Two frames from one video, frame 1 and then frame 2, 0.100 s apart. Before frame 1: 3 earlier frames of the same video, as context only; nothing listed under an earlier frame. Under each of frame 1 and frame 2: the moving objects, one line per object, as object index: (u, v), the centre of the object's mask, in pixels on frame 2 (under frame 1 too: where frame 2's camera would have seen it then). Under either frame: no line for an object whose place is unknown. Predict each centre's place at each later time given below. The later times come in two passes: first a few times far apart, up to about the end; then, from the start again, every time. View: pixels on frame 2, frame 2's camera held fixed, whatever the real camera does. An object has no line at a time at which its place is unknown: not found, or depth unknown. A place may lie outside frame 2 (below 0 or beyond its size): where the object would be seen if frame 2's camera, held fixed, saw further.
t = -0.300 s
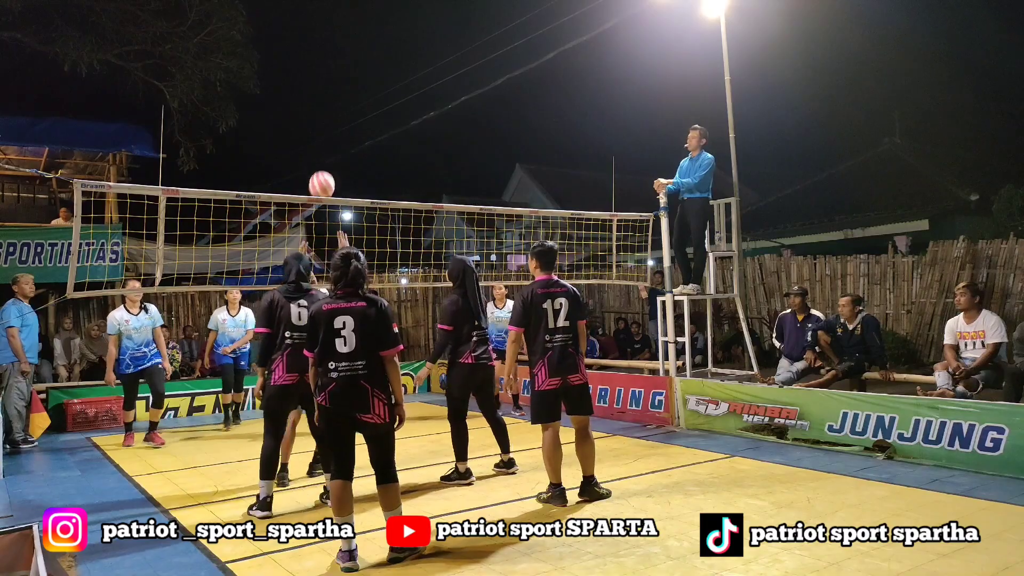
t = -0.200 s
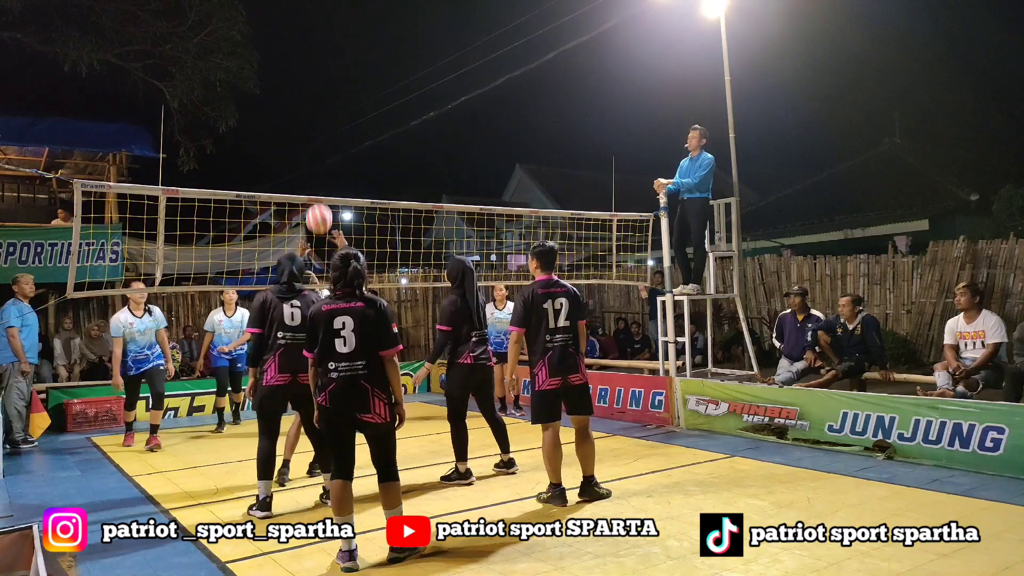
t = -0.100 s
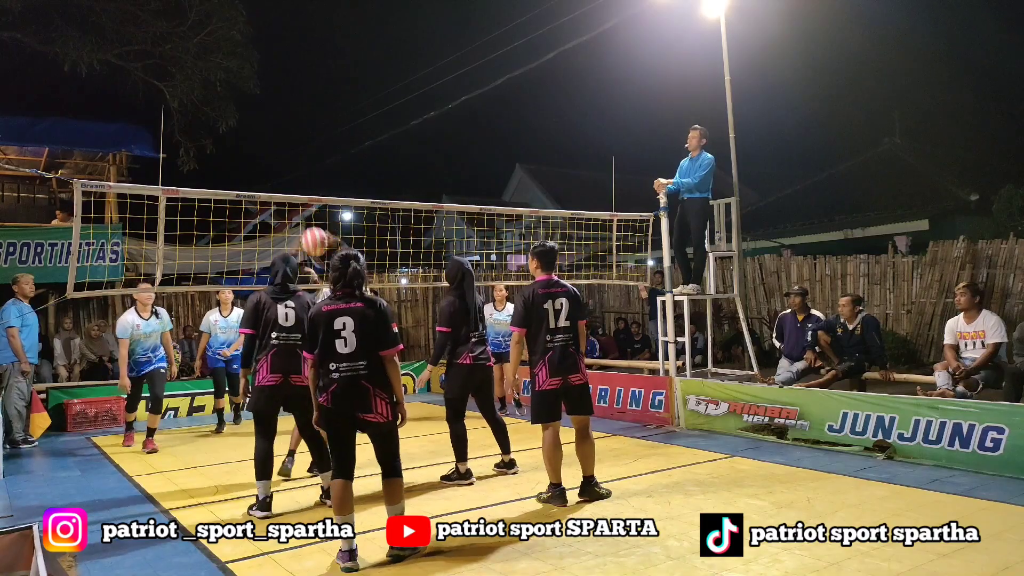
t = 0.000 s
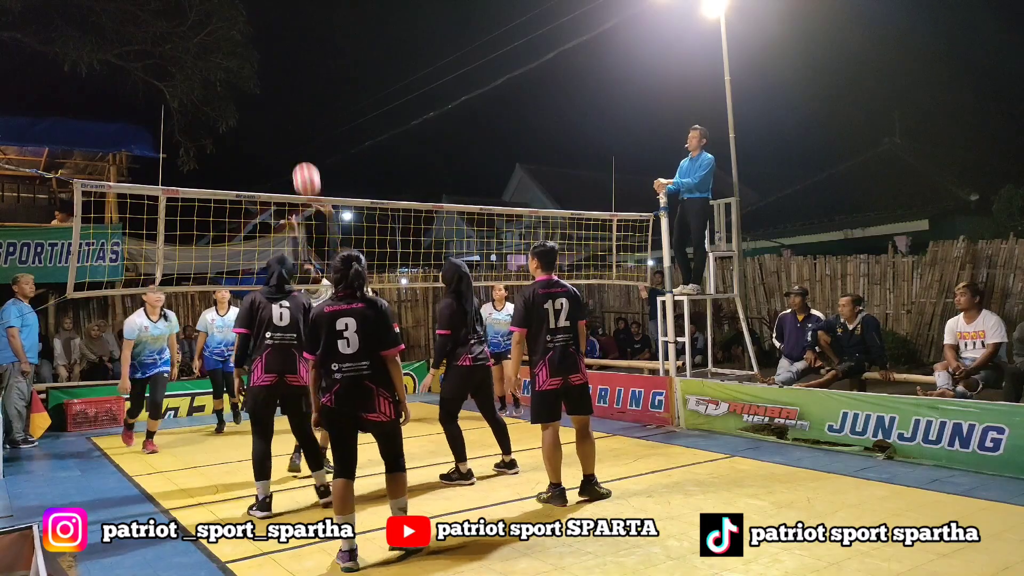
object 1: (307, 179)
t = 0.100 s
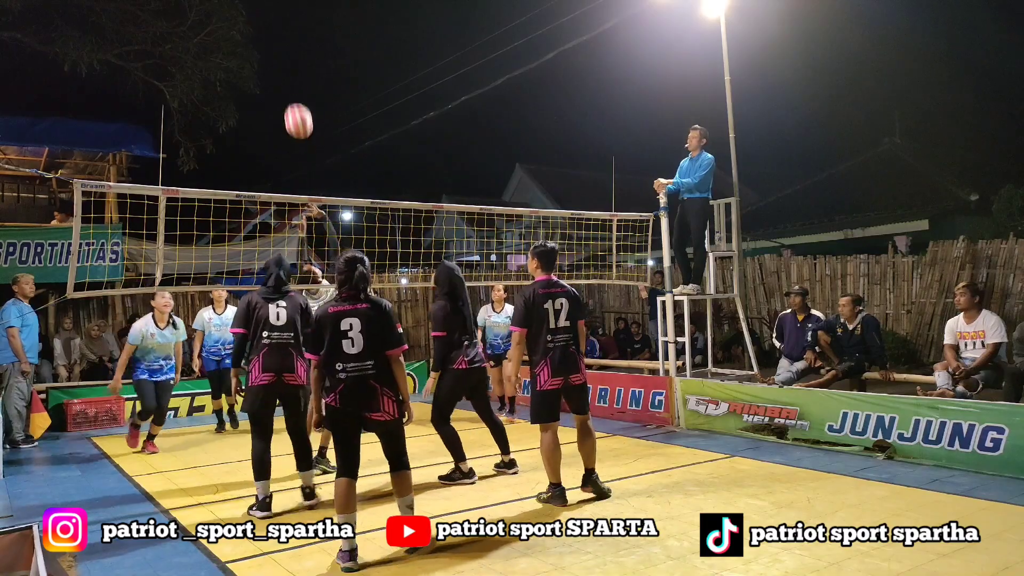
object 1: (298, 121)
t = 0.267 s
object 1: (287, 49)
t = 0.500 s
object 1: (277, 8)
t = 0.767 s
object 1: (266, 33)
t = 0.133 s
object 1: (296, 103)
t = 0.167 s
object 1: (294, 88)
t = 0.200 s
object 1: (291, 74)
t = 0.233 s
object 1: (289, 60)
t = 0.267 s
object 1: (287, 49)
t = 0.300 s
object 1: (286, 39)
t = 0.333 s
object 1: (284, 29)
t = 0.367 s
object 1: (282, 21)
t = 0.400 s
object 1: (281, 15)
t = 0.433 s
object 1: (280, 11)
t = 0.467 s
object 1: (278, 9)
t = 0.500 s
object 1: (277, 8)
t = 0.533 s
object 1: (276, 8)
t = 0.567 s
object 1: (275, 8)
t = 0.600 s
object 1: (274, 9)
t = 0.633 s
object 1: (272, 10)
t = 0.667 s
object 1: (270, 13)
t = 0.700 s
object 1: (269, 17)
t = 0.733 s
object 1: (268, 24)
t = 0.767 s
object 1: (266, 33)
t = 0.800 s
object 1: (265, 42)
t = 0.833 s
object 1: (264, 54)
